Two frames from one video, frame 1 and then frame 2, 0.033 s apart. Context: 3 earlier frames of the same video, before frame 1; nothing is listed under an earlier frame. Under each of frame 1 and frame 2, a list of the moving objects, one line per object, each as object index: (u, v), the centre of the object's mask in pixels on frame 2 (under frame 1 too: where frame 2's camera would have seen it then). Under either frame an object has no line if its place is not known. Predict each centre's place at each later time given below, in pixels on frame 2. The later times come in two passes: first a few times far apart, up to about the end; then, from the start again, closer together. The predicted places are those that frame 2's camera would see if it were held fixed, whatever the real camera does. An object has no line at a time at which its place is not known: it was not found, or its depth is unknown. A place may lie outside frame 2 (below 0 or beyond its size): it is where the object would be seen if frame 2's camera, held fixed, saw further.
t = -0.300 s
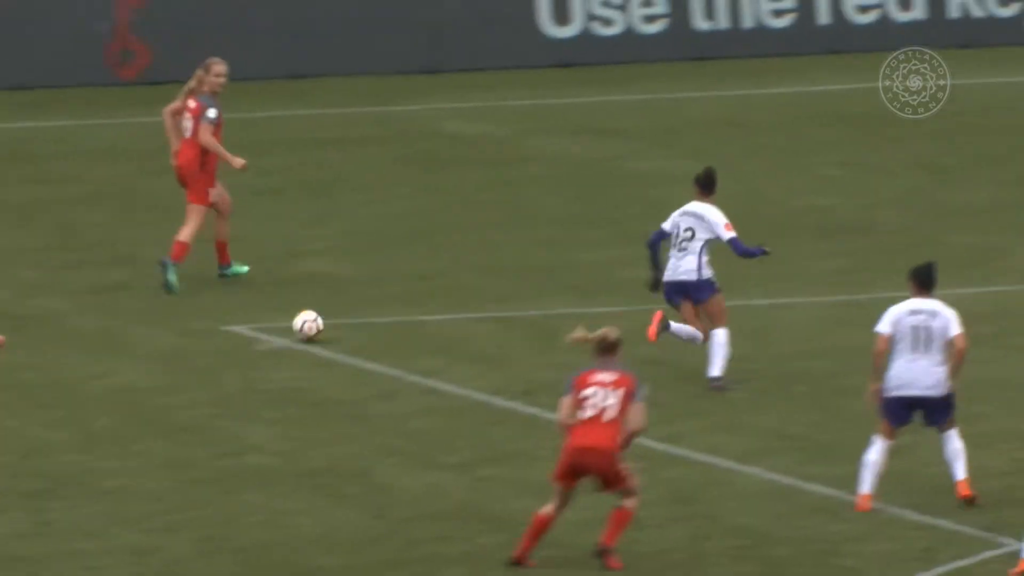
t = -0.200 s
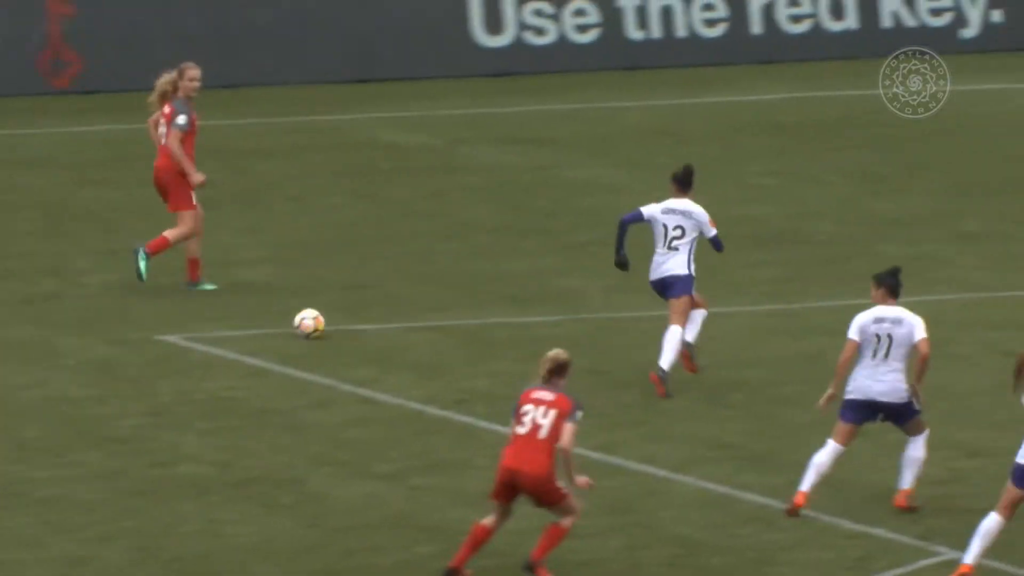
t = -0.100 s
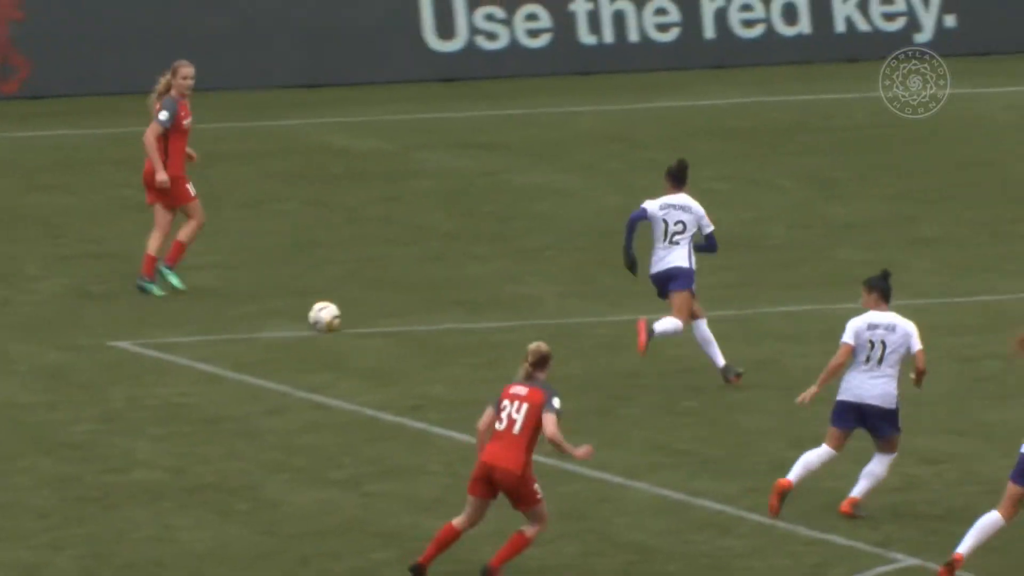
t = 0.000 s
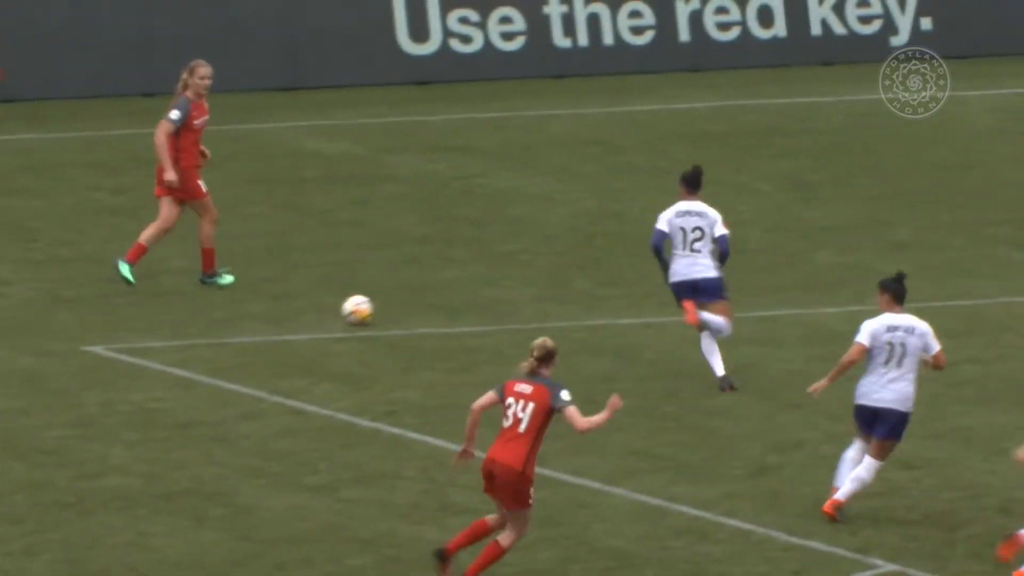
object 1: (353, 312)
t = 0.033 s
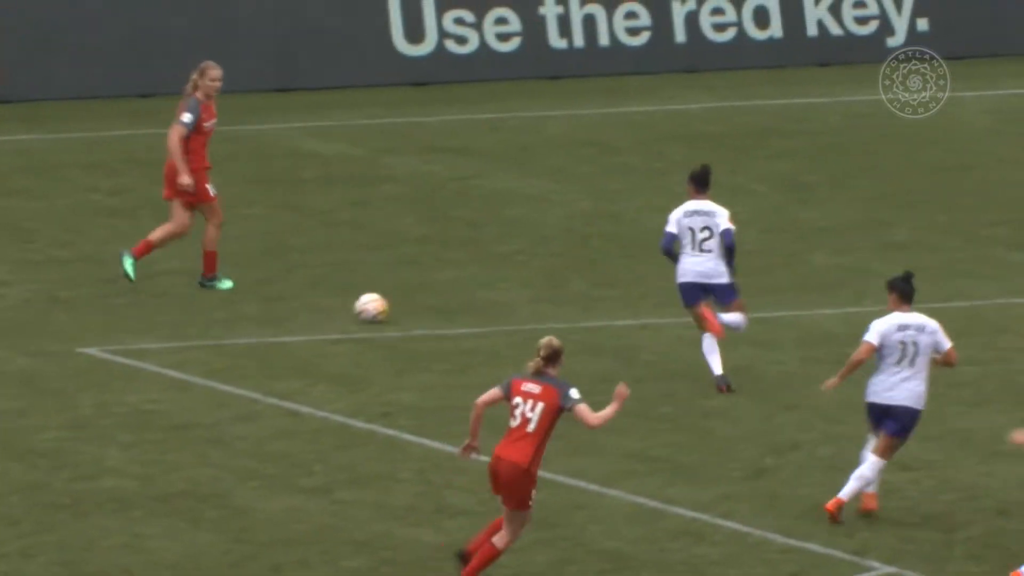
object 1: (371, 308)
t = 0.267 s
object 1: (486, 285)
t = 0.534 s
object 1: (593, 262)
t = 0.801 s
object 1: (682, 242)
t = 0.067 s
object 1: (389, 305)
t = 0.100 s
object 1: (407, 302)
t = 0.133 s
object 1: (424, 298)
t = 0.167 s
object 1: (440, 294)
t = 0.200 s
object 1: (456, 291)
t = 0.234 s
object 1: (472, 288)
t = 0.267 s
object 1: (486, 285)
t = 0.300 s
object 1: (501, 282)
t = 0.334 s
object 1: (515, 279)
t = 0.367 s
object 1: (529, 277)
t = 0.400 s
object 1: (542, 273)
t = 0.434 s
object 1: (556, 270)
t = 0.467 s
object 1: (568, 267)
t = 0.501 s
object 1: (581, 264)
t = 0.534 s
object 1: (593, 262)
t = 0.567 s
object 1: (606, 260)
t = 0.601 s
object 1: (617, 257)
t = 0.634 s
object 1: (628, 254)
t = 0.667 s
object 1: (640, 252)
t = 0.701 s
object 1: (651, 250)
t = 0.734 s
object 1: (662, 248)
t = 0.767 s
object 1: (672, 245)
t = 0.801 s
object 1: (682, 242)
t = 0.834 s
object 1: (693, 240)
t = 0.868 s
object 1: (702, 239)
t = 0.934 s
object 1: (720, 235)
